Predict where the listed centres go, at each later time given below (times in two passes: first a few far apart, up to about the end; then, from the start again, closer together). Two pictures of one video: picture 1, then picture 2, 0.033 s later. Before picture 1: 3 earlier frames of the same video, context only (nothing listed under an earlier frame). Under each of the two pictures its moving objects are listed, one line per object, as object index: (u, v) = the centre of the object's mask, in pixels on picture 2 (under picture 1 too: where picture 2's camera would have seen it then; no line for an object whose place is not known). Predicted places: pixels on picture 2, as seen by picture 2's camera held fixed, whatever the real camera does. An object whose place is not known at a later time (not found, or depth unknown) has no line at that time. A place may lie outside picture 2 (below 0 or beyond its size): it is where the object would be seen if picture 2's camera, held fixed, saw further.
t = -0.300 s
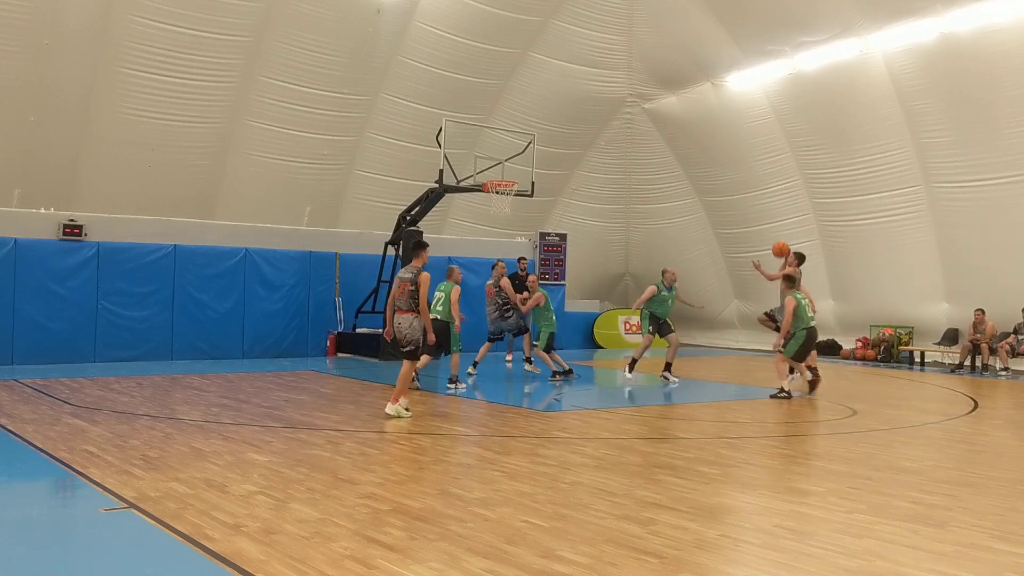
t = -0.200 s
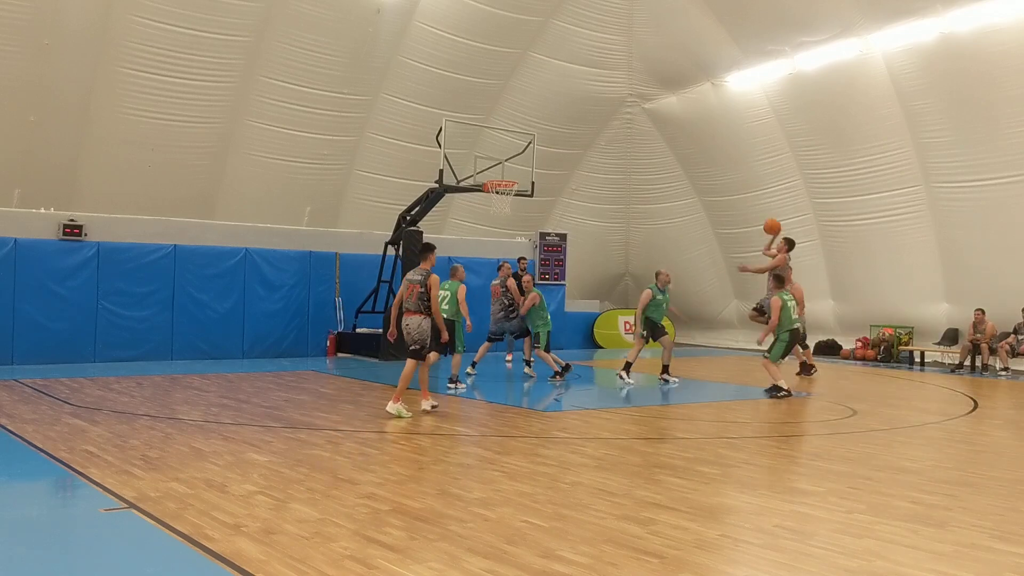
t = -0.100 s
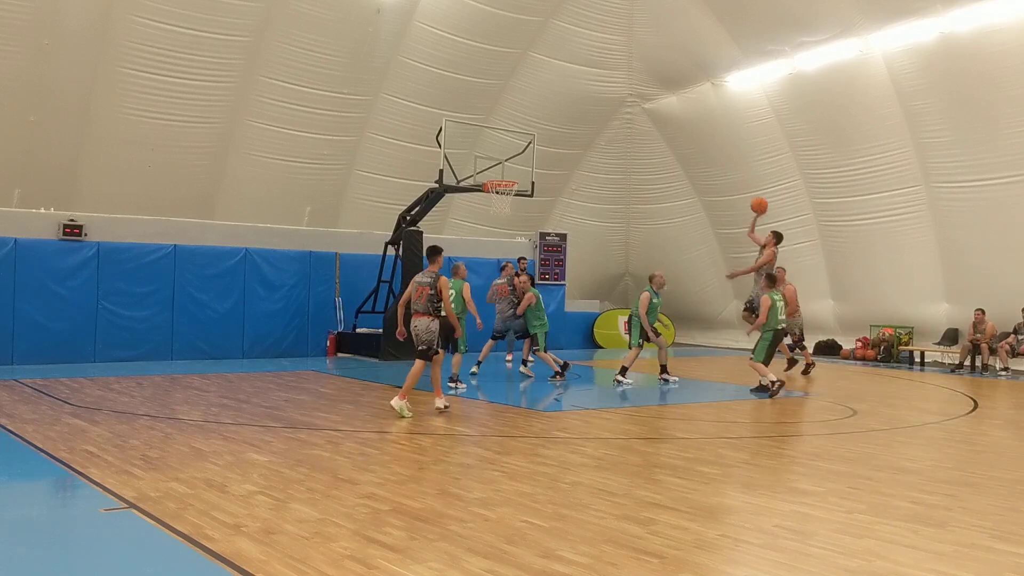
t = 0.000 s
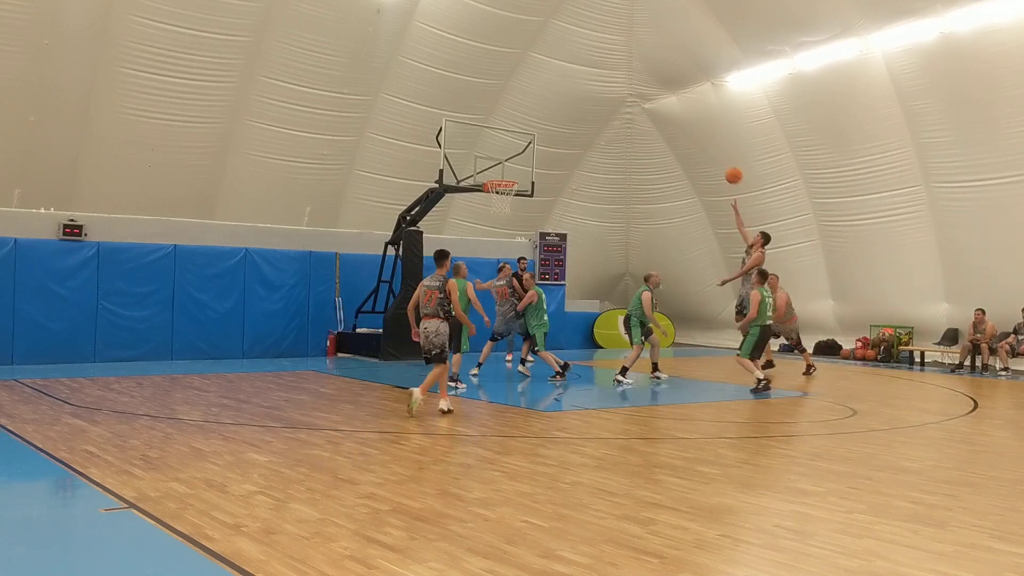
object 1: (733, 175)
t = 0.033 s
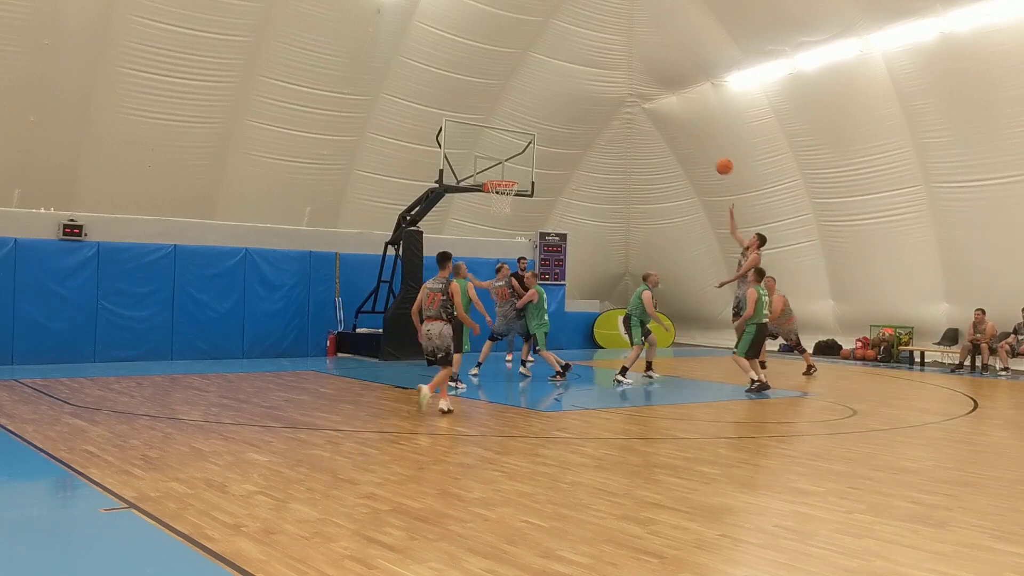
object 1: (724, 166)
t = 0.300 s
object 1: (651, 121)
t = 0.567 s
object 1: (580, 122)
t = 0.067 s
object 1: (715, 158)
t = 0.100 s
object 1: (705, 151)
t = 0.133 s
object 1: (696, 144)
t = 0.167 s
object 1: (687, 138)
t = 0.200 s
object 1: (678, 133)
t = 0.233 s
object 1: (668, 127)
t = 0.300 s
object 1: (651, 121)
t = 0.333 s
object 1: (641, 118)
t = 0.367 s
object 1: (633, 117)
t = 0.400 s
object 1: (624, 115)
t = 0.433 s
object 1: (615, 115)
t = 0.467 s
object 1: (606, 116)
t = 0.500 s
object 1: (597, 118)
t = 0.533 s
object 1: (589, 119)
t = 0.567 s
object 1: (580, 122)
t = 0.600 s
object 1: (571, 125)
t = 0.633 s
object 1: (563, 129)
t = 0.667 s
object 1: (554, 133)
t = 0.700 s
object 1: (546, 138)
